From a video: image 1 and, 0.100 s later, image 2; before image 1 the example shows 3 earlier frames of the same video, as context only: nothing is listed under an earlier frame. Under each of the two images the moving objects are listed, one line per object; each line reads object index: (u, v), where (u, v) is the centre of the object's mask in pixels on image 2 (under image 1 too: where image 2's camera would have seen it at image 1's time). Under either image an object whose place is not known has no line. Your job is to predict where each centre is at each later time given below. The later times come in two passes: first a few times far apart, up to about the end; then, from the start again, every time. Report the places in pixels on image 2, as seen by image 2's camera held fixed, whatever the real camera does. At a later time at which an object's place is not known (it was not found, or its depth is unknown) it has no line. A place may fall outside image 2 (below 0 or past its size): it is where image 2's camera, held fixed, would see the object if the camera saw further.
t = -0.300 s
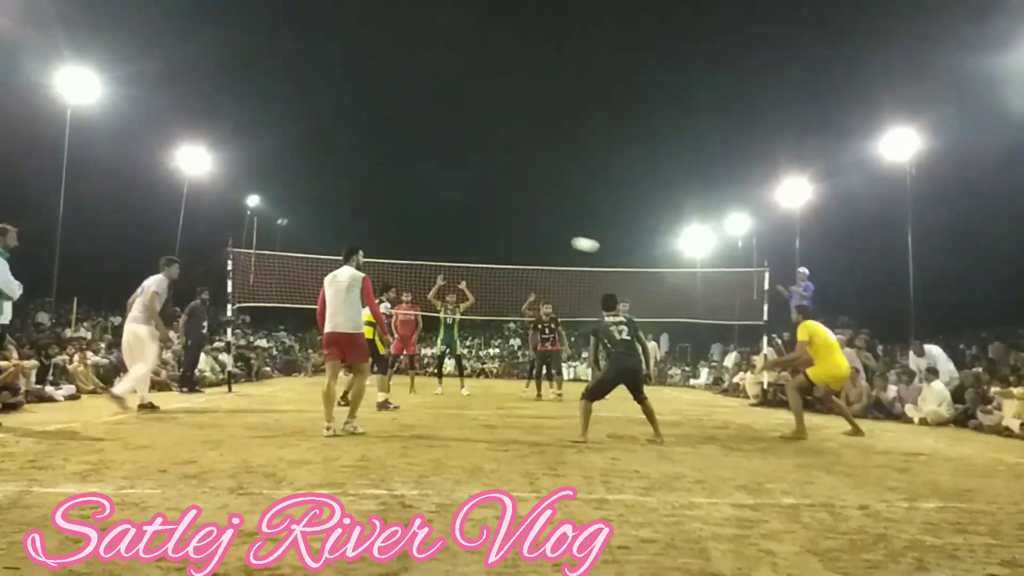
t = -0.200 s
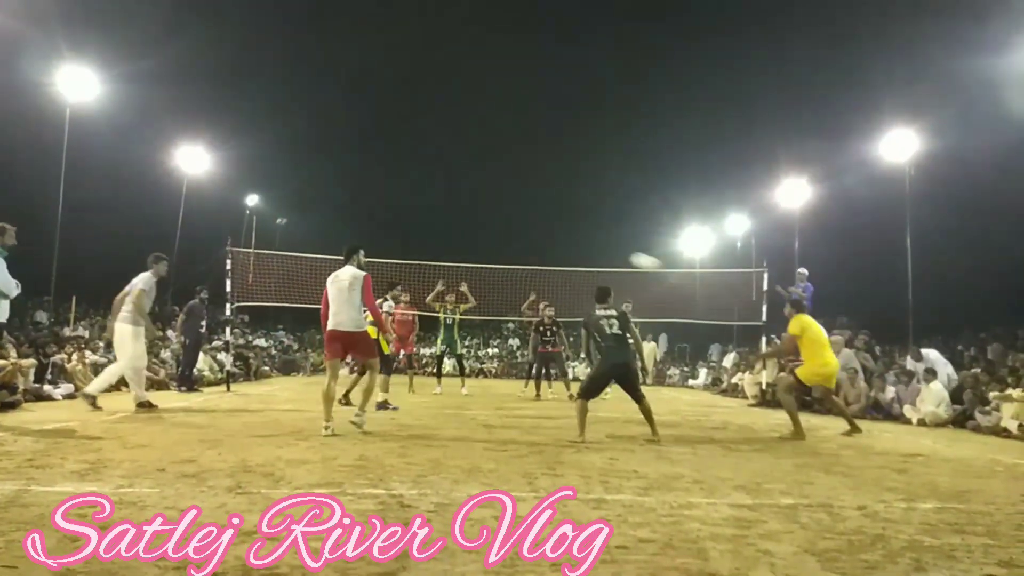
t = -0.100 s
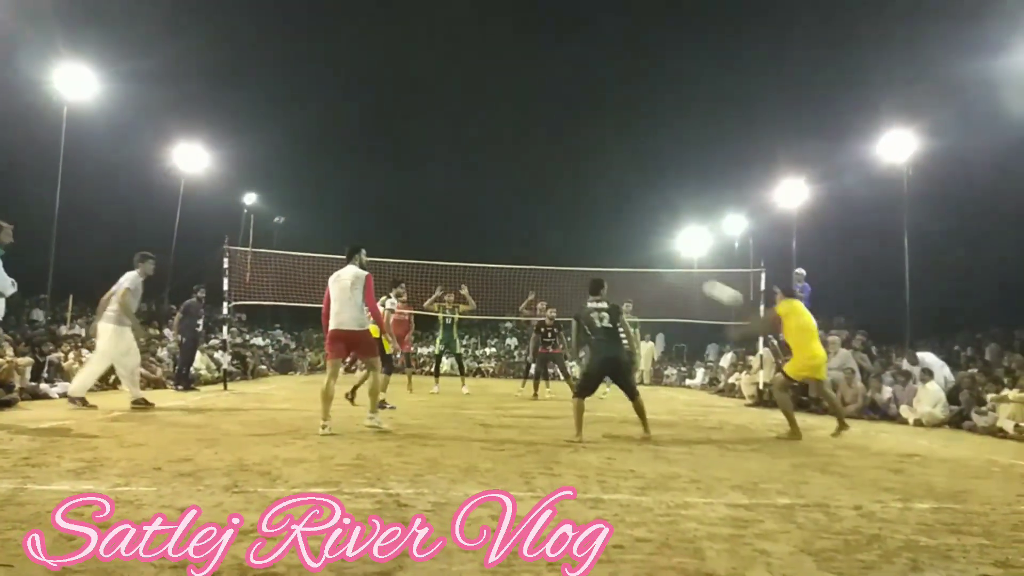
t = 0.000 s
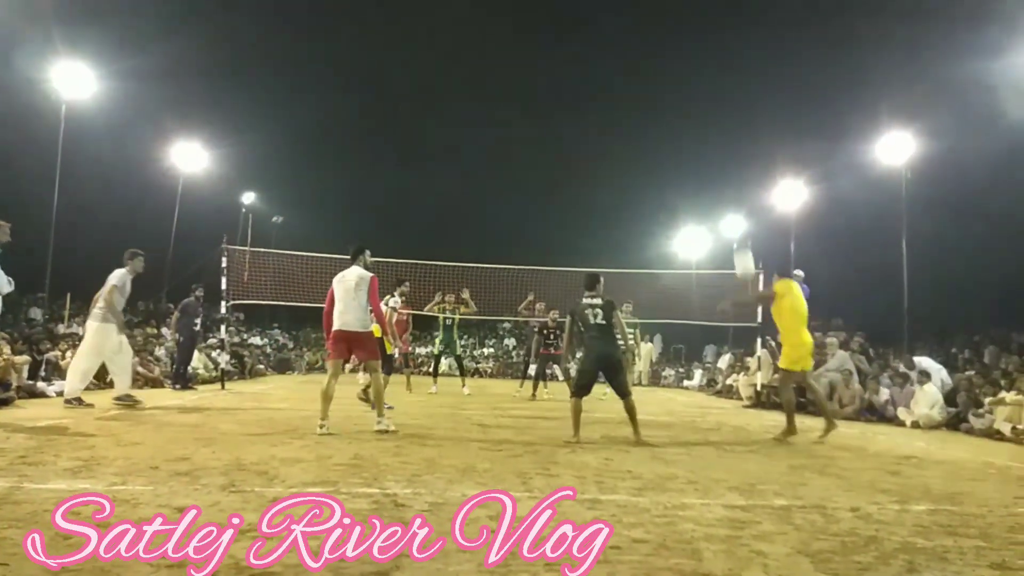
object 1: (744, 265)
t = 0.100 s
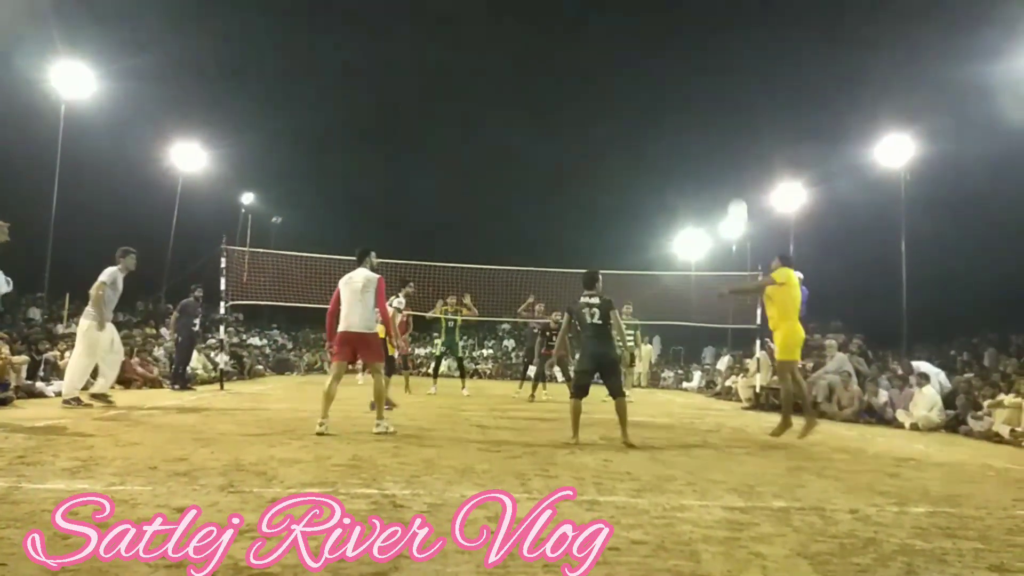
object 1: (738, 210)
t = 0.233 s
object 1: (731, 159)
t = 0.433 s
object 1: (724, 111)
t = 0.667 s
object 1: (717, 96)
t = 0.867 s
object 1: (712, 112)
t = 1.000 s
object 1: (708, 136)
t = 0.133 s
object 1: (736, 196)
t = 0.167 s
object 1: (734, 182)
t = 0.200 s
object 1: (733, 170)
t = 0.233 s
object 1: (731, 159)
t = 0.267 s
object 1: (729, 148)
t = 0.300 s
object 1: (728, 138)
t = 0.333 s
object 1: (727, 130)
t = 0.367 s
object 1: (726, 123)
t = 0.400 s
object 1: (724, 116)
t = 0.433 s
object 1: (724, 111)
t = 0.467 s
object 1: (723, 106)
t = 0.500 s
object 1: (722, 102)
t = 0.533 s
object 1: (721, 99)
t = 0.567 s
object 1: (720, 97)
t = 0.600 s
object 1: (719, 96)
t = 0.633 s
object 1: (718, 95)
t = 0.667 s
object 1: (717, 96)
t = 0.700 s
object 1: (716, 97)
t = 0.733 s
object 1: (716, 99)
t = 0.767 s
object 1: (715, 101)
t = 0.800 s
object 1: (713, 104)
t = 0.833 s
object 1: (713, 108)
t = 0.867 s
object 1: (712, 112)
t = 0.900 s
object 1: (711, 117)
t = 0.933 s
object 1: (710, 123)
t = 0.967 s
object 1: (709, 129)
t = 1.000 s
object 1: (708, 136)
